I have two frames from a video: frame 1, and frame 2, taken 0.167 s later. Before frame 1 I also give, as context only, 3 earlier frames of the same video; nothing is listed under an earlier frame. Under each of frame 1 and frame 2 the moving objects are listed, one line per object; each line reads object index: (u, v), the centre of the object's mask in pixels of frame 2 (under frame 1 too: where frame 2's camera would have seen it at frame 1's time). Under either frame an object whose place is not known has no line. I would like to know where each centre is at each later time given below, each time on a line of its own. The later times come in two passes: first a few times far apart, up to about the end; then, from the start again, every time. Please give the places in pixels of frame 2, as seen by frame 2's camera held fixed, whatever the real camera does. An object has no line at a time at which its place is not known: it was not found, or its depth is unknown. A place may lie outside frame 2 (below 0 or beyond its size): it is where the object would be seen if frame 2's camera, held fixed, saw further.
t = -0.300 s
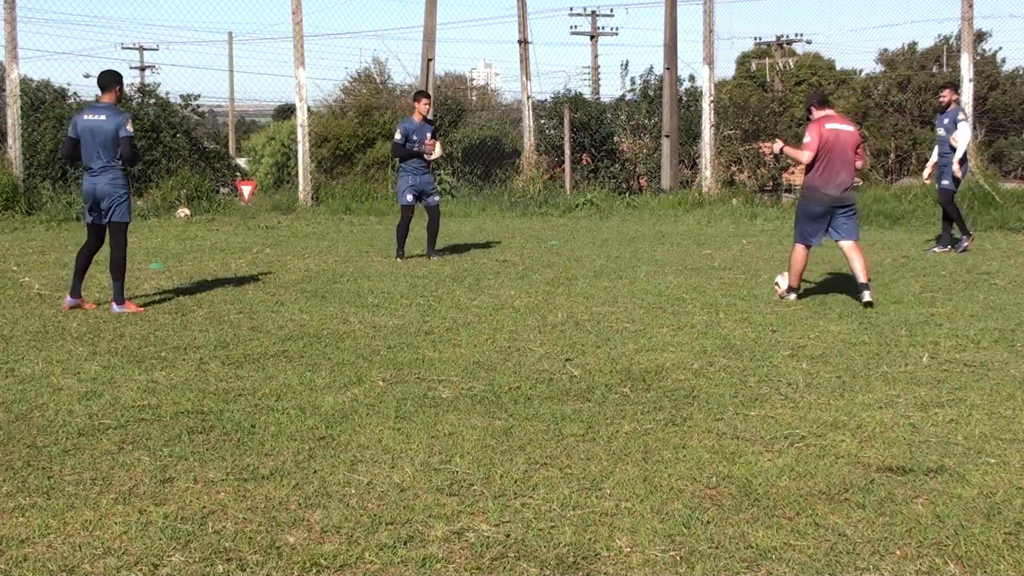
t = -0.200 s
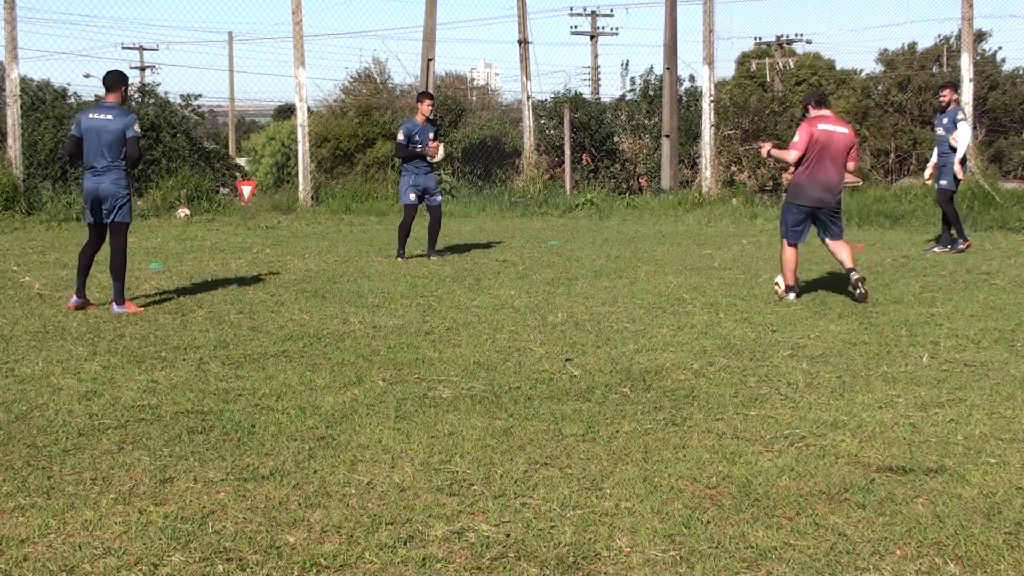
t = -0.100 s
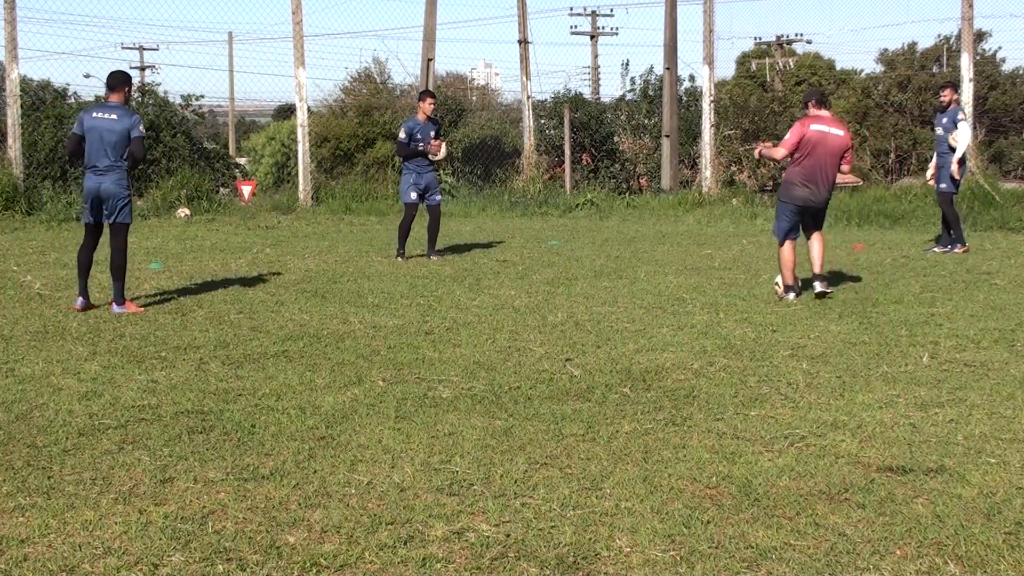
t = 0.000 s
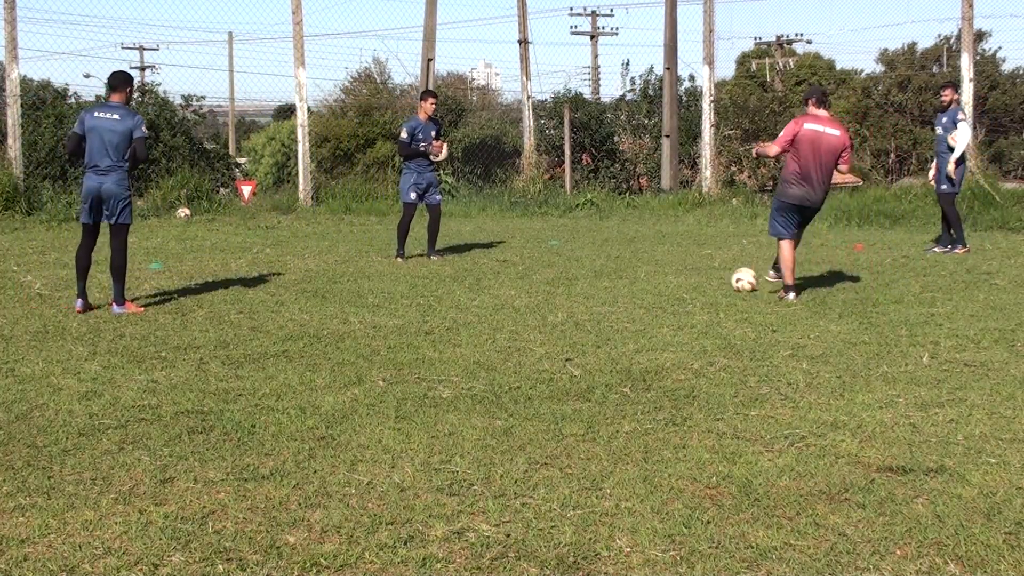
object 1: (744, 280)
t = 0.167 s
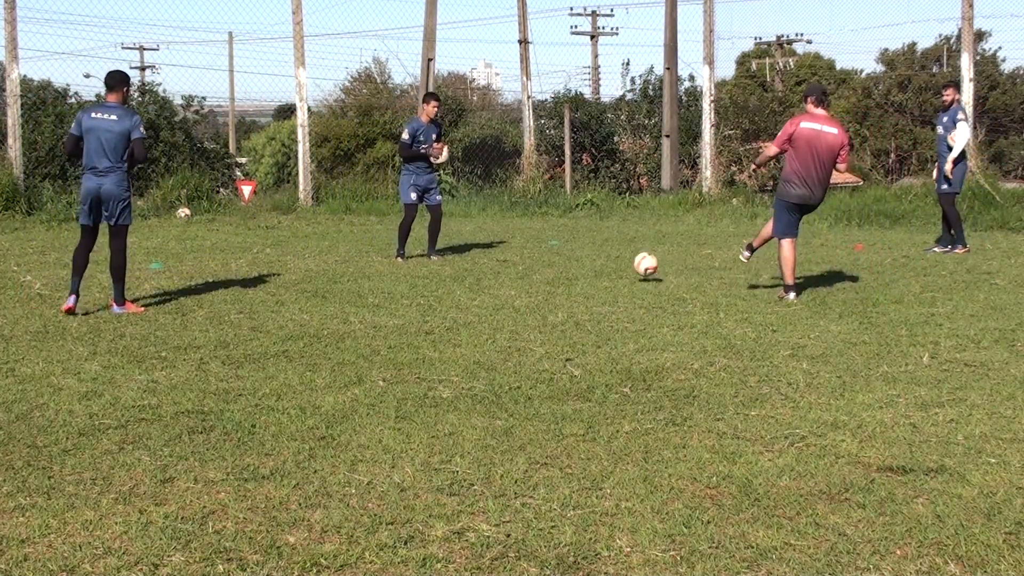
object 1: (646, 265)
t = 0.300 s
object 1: (589, 247)
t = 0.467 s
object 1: (525, 254)
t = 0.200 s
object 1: (631, 258)
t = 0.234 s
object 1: (617, 253)
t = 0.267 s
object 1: (603, 249)
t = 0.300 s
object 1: (589, 247)
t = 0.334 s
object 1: (576, 246)
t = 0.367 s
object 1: (562, 247)
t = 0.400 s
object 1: (550, 249)
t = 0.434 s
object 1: (537, 251)
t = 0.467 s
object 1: (525, 254)
